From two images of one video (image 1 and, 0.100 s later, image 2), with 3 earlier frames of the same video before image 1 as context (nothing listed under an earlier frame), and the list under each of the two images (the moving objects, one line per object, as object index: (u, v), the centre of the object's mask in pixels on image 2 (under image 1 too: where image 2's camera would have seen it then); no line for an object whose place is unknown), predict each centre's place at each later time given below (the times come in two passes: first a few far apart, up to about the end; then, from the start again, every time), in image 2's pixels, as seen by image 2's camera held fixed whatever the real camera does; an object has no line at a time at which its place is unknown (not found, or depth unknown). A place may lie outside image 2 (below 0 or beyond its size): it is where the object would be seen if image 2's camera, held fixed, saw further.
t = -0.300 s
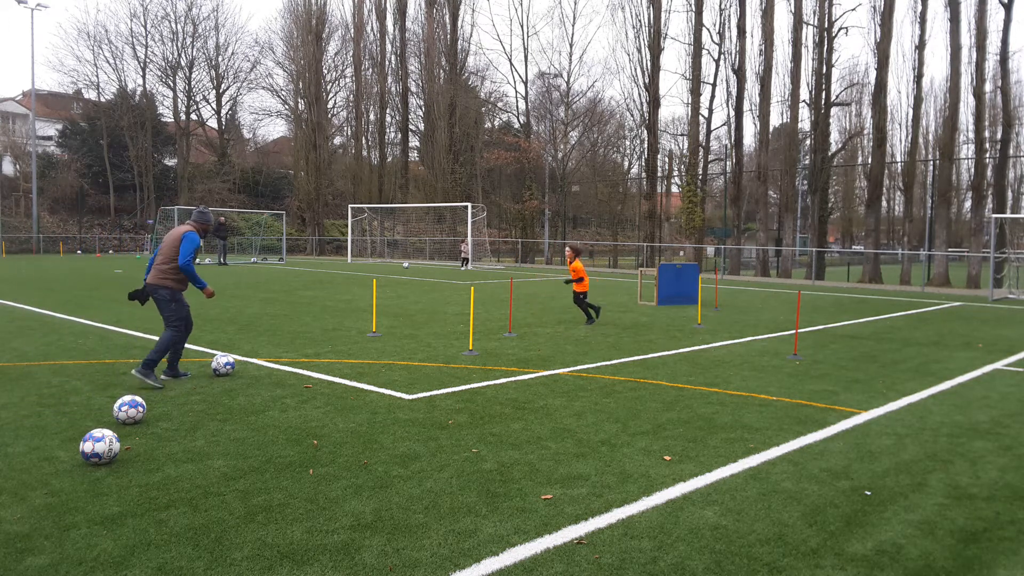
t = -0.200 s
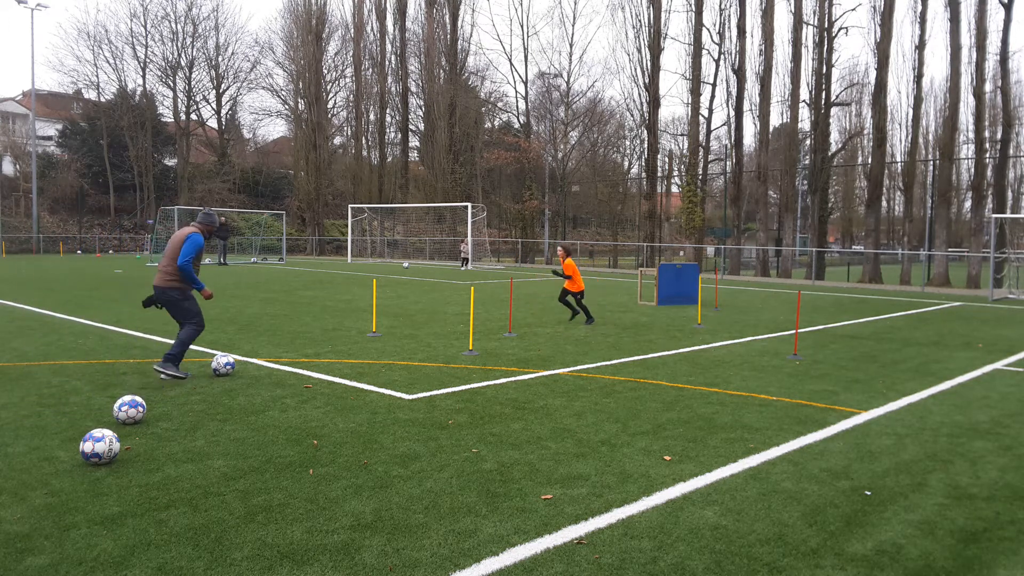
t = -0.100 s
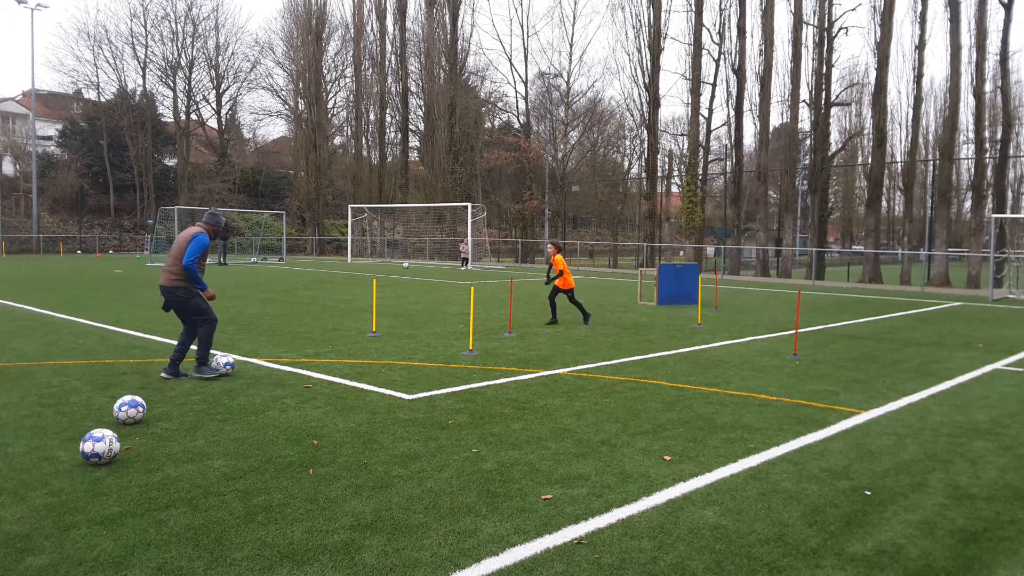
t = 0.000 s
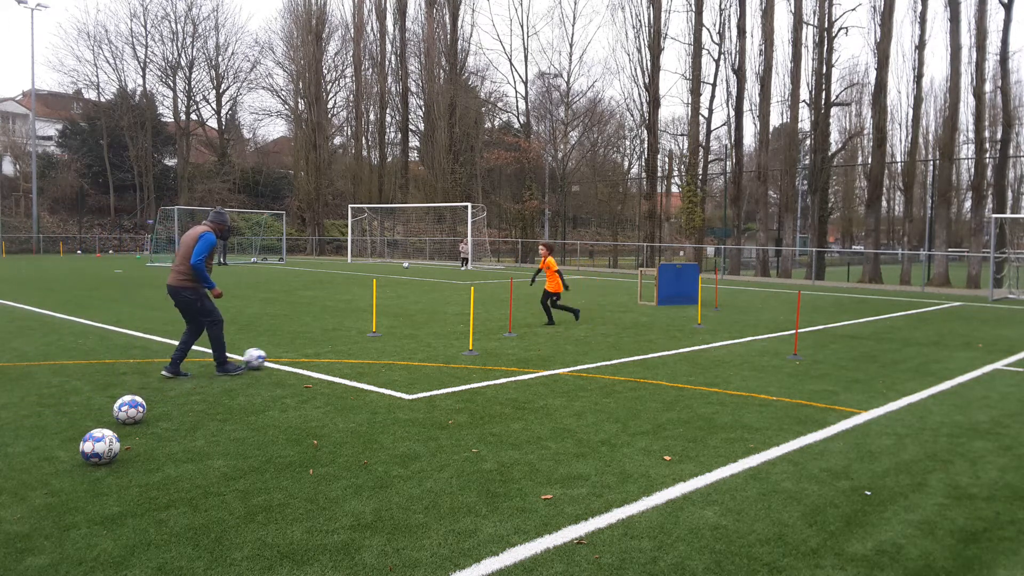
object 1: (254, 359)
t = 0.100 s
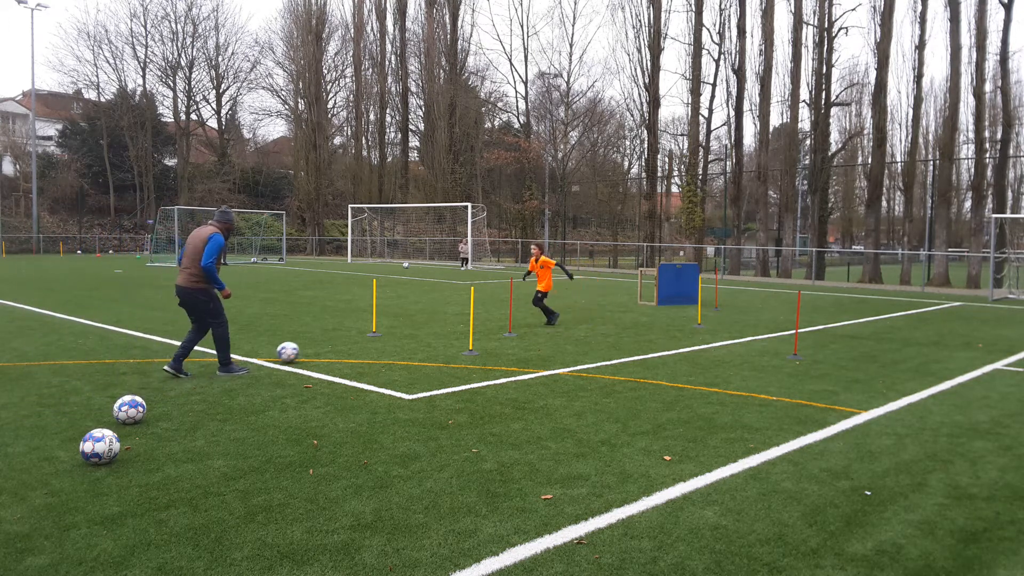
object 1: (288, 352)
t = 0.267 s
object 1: (331, 345)
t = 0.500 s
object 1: (372, 338)
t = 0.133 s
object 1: (298, 351)
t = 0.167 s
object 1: (307, 350)
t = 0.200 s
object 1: (315, 348)
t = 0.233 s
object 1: (323, 346)
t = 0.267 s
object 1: (331, 345)
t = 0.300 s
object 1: (338, 344)
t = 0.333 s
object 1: (343, 342)
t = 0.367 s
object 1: (349, 341)
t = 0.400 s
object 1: (355, 341)
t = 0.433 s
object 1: (361, 340)
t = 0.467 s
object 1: (366, 339)
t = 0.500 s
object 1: (372, 338)
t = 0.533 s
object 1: (377, 337)
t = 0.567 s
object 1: (382, 337)
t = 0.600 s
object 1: (386, 336)
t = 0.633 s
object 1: (391, 335)
